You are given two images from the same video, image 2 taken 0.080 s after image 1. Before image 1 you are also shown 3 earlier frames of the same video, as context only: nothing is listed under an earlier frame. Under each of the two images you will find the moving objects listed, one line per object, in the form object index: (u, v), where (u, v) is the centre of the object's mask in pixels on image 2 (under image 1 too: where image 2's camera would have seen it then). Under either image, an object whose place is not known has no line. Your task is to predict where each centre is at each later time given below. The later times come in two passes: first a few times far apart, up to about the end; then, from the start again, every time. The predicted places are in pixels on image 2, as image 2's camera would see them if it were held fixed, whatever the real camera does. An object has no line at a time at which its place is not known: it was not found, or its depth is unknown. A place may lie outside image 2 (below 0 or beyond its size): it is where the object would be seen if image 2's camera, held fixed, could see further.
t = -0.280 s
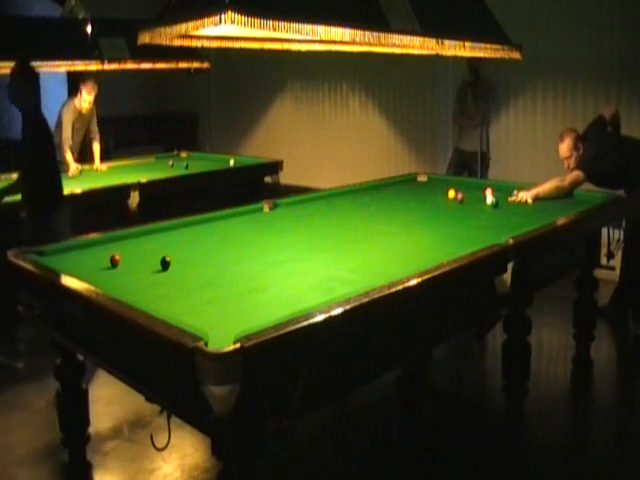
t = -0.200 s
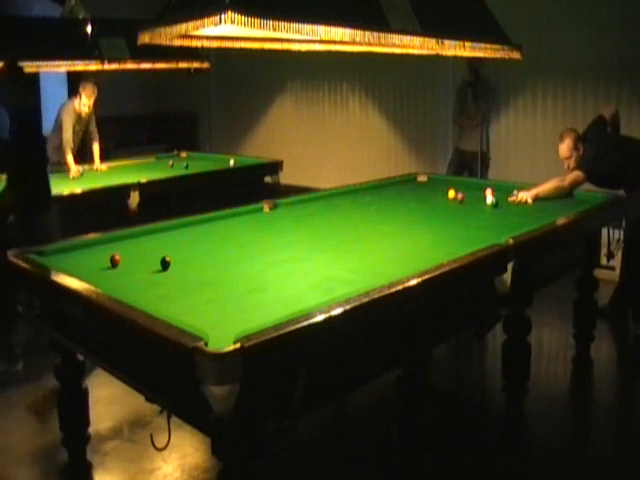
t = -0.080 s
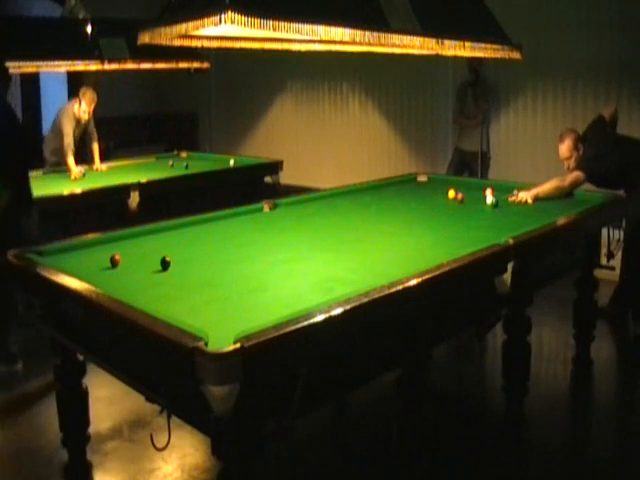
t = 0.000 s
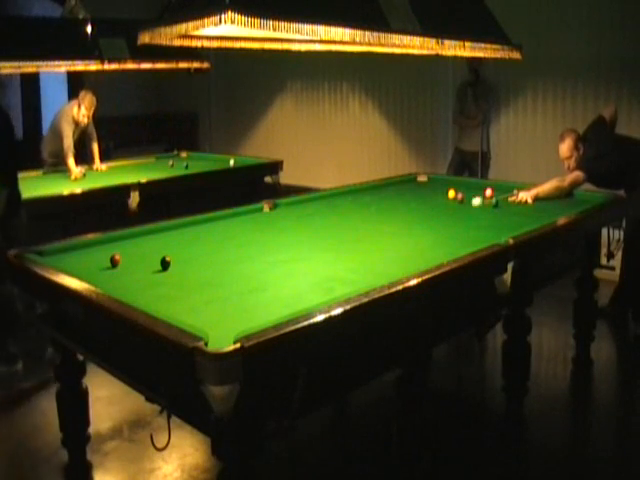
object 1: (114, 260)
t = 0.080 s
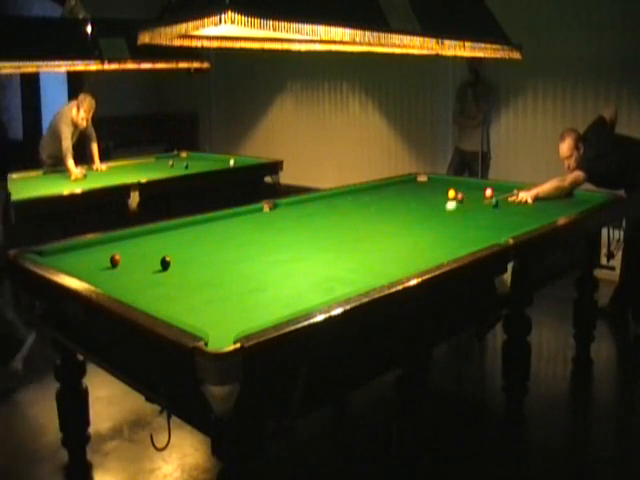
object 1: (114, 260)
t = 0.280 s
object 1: (114, 260)
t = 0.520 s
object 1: (114, 260)
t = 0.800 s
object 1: (114, 260)
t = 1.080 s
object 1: (105, 258)
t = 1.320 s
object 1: (76, 257)
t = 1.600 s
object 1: (46, 253)
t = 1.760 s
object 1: (33, 251)
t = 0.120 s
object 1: (114, 260)
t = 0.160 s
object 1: (114, 260)
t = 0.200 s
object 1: (114, 260)
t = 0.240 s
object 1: (114, 260)
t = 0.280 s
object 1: (114, 260)
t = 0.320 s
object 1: (114, 260)
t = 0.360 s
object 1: (114, 260)
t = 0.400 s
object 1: (114, 260)
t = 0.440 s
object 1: (114, 260)
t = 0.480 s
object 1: (114, 260)
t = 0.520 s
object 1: (114, 260)
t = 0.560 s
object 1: (114, 260)
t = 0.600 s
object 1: (114, 260)
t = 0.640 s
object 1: (114, 260)
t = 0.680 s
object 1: (114, 260)
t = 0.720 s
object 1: (114, 260)
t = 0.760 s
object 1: (114, 260)
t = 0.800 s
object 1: (114, 260)
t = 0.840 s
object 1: (114, 260)
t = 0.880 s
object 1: (114, 260)
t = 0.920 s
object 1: (114, 260)
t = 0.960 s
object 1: (114, 260)
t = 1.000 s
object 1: (114, 260)
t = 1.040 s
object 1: (113, 262)
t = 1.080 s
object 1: (105, 258)
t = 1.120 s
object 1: (100, 257)
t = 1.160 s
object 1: (94, 259)
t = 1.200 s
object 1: (89, 258)
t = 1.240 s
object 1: (84, 258)
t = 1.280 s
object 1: (80, 257)
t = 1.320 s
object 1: (76, 257)
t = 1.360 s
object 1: (71, 256)
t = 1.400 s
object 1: (66, 256)
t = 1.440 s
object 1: (62, 255)
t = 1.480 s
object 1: (58, 255)
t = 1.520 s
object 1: (54, 254)
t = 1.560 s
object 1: (50, 254)
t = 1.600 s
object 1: (46, 253)
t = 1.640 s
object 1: (43, 252)
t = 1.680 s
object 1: (40, 252)
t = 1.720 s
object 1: (35, 251)
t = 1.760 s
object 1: (33, 251)
